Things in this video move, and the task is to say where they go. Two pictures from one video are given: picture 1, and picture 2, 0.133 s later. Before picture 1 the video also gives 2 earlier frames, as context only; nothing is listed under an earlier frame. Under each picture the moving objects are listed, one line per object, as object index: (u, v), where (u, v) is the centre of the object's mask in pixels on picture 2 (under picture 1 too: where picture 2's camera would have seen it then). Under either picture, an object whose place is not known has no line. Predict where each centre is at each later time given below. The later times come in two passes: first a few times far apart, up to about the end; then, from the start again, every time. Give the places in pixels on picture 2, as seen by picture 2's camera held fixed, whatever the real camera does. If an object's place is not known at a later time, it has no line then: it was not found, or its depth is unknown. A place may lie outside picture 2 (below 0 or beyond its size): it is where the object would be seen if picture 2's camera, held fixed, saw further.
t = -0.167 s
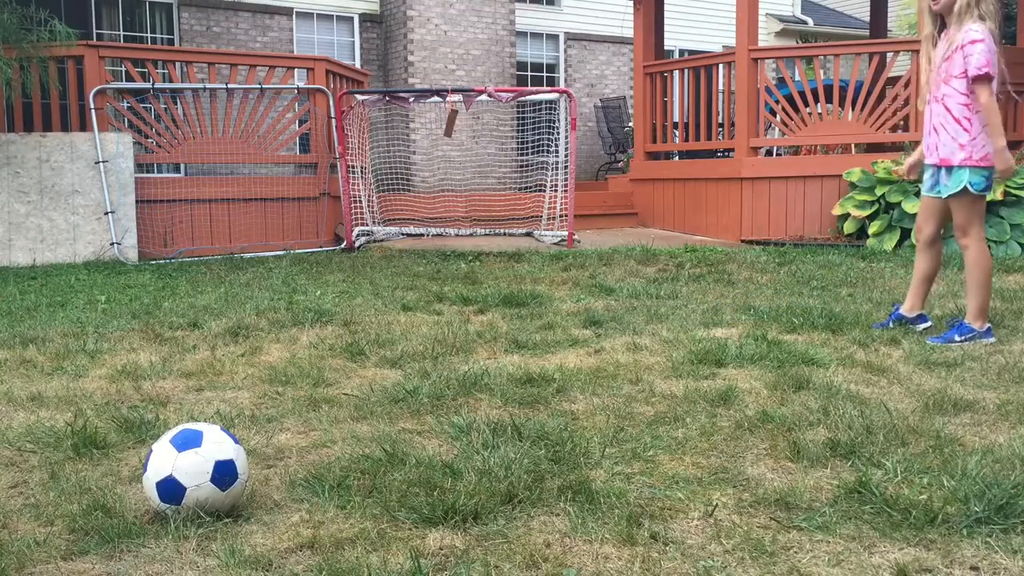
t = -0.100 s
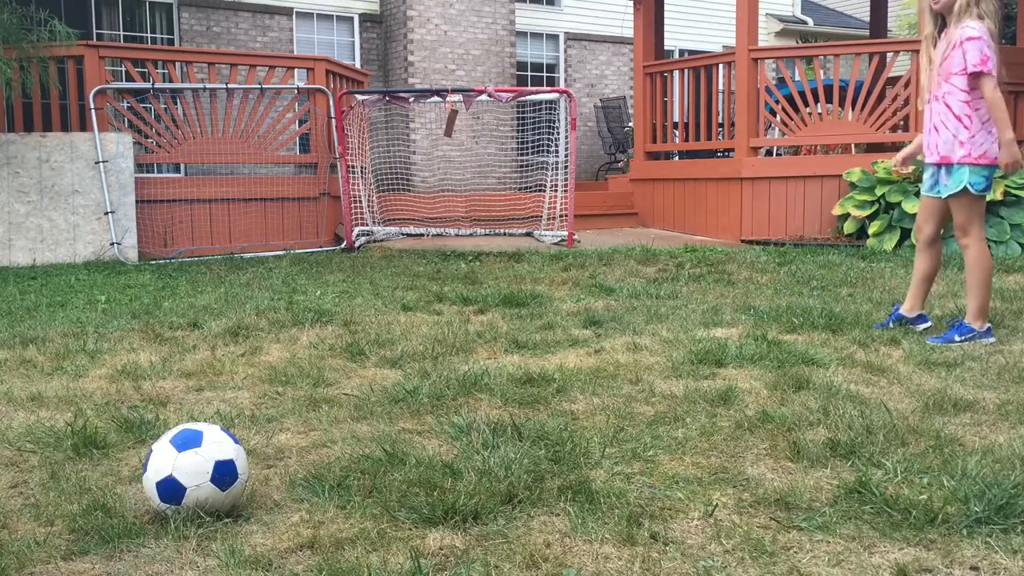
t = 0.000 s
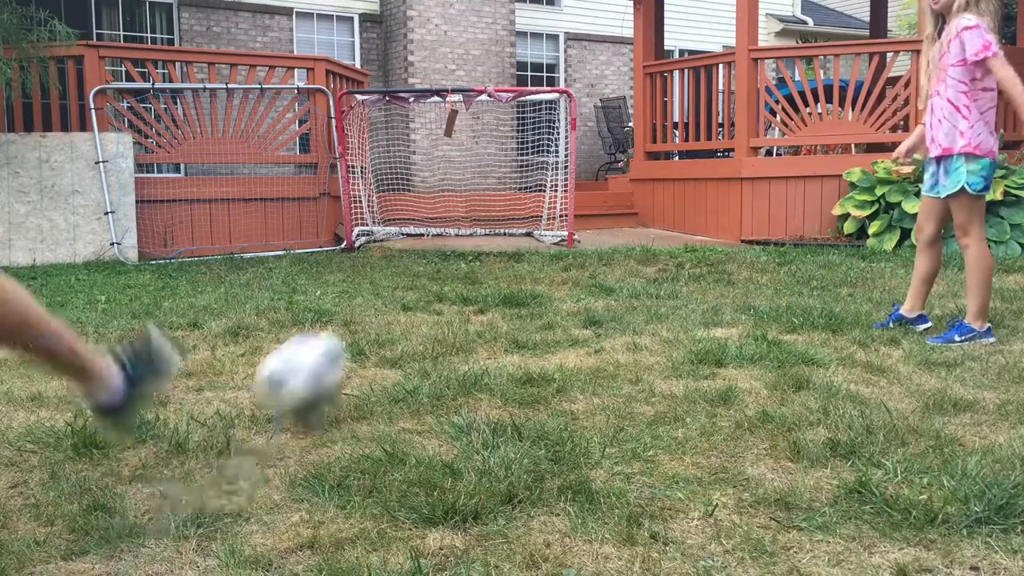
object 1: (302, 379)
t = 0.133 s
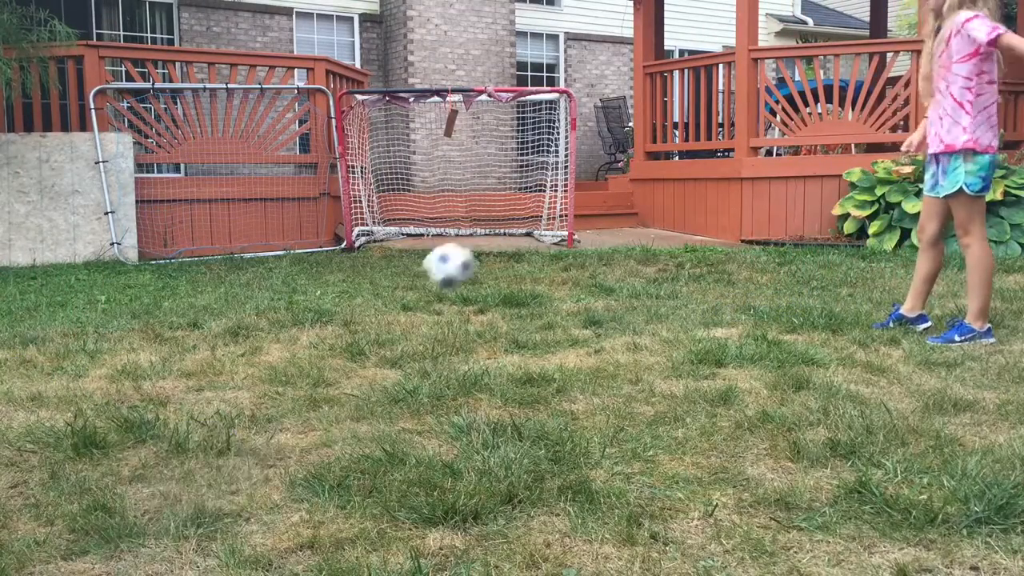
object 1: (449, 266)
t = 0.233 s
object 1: (500, 247)
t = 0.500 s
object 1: (543, 132)
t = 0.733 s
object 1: (540, 151)
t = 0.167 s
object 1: (469, 255)
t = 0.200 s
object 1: (486, 251)
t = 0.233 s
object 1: (500, 247)
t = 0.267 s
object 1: (513, 245)
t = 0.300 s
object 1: (523, 246)
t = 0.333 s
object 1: (533, 248)
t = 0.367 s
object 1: (539, 245)
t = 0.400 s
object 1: (541, 214)
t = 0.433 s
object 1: (541, 185)
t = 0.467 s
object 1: (542, 157)
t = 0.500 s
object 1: (543, 132)
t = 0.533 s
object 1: (544, 107)
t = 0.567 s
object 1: (544, 102)
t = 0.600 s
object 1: (543, 108)
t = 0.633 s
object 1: (542, 116)
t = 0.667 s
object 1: (541, 126)
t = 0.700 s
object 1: (540, 138)
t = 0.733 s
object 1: (540, 151)
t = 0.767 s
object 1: (539, 166)
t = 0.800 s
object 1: (538, 184)
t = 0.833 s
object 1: (537, 204)
